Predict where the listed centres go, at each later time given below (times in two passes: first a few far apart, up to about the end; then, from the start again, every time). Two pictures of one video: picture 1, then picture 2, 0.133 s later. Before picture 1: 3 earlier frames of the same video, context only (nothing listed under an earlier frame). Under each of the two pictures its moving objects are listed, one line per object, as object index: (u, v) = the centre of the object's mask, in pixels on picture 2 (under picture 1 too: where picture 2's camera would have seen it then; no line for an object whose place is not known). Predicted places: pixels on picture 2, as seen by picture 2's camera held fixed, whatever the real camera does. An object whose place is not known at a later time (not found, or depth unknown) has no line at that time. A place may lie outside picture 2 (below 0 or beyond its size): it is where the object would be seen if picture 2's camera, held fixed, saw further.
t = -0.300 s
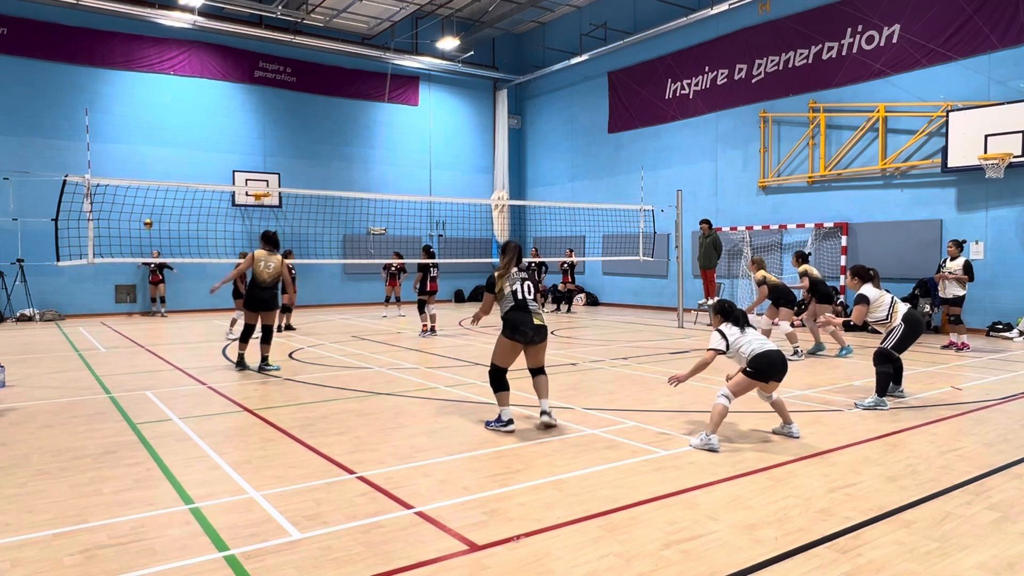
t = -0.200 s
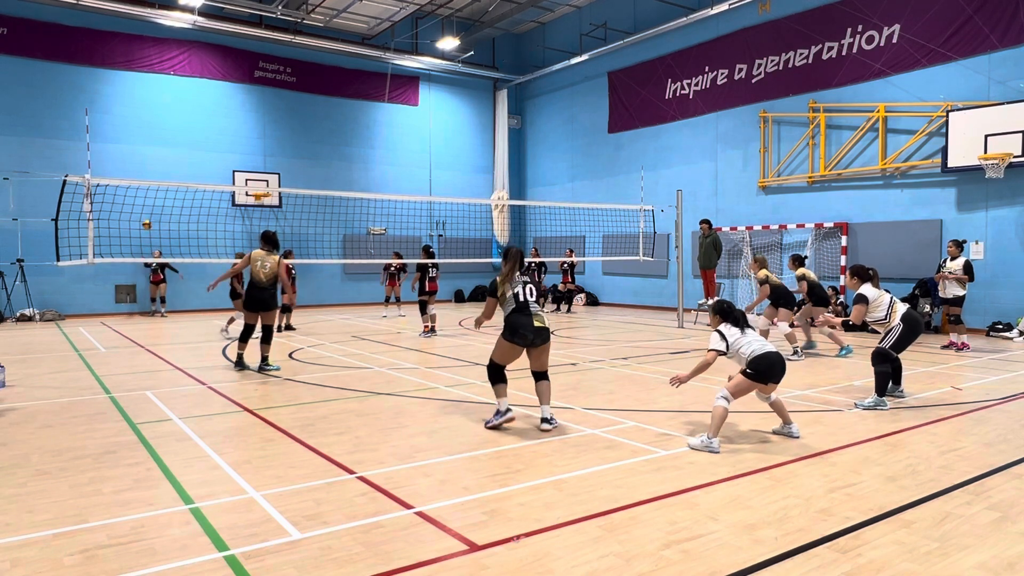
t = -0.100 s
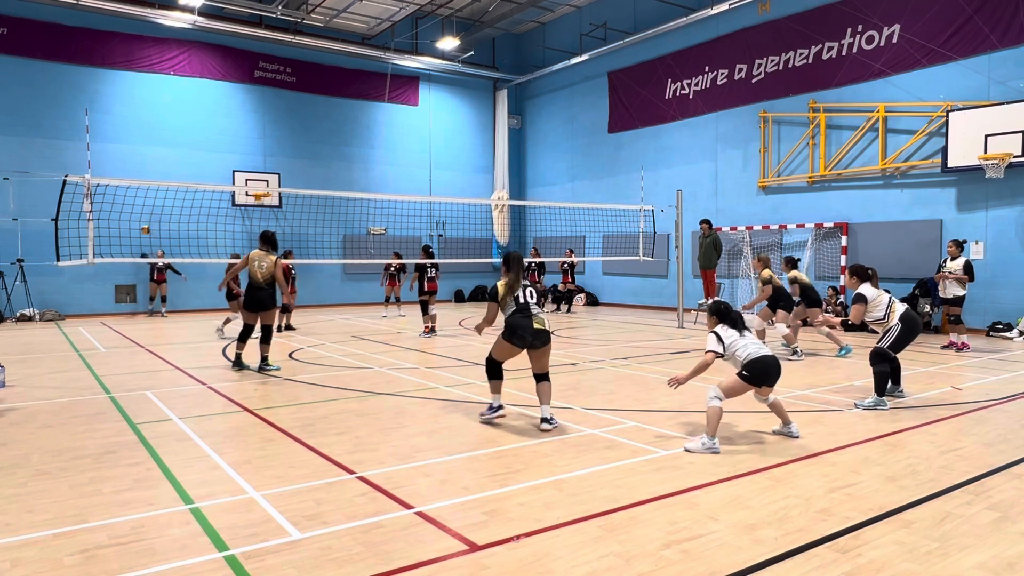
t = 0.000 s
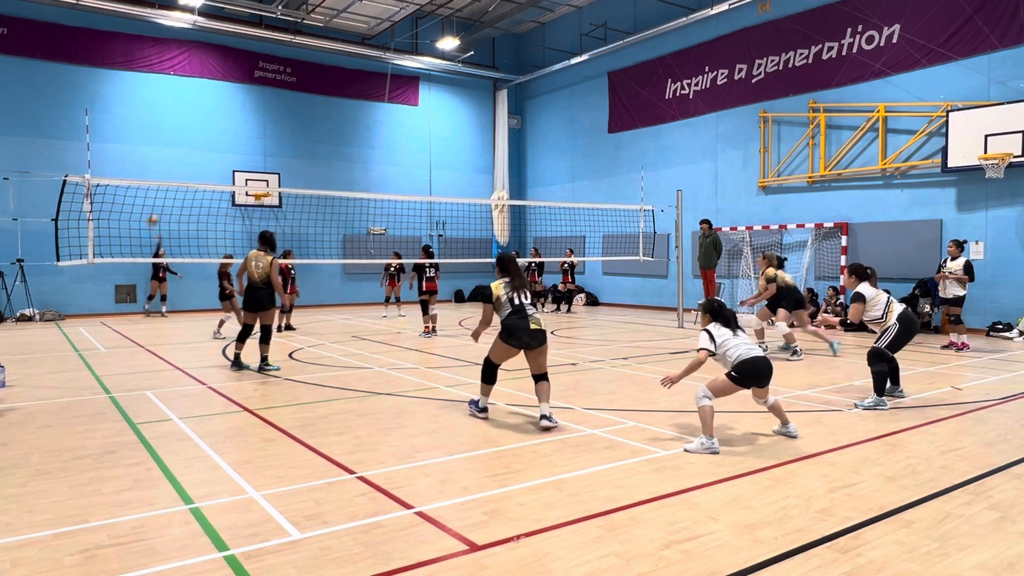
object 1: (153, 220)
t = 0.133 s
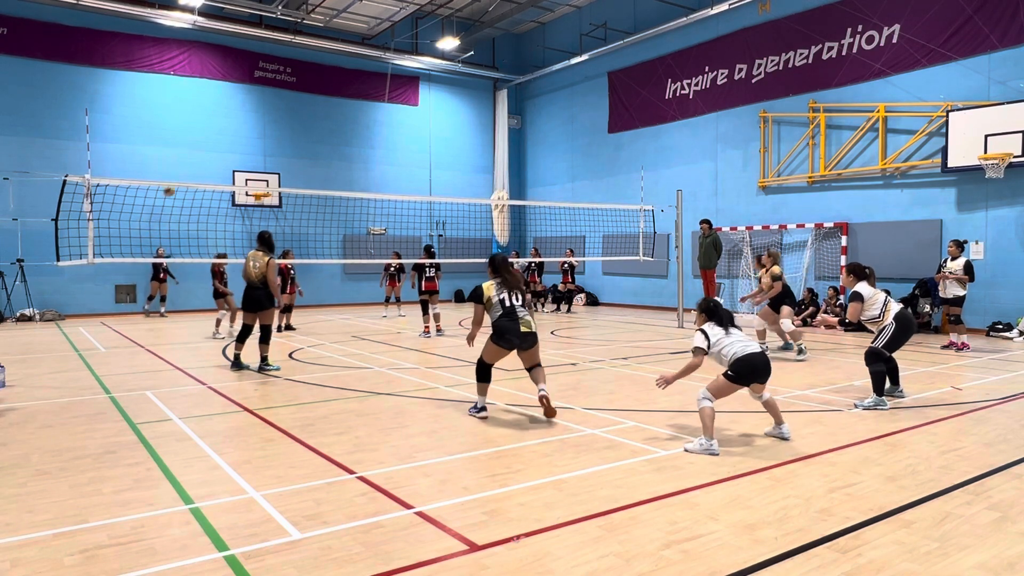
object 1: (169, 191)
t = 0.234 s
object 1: (183, 172)
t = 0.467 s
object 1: (226, 139)
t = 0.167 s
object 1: (174, 185)
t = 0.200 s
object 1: (179, 177)
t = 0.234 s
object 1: (183, 172)
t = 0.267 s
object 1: (189, 166)
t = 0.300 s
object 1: (195, 161)
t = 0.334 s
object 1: (200, 156)
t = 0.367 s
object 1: (206, 151)
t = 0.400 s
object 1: (212, 147)
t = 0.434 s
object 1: (219, 142)
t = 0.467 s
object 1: (226, 139)
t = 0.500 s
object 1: (234, 135)
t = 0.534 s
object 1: (241, 132)
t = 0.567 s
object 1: (248, 130)
